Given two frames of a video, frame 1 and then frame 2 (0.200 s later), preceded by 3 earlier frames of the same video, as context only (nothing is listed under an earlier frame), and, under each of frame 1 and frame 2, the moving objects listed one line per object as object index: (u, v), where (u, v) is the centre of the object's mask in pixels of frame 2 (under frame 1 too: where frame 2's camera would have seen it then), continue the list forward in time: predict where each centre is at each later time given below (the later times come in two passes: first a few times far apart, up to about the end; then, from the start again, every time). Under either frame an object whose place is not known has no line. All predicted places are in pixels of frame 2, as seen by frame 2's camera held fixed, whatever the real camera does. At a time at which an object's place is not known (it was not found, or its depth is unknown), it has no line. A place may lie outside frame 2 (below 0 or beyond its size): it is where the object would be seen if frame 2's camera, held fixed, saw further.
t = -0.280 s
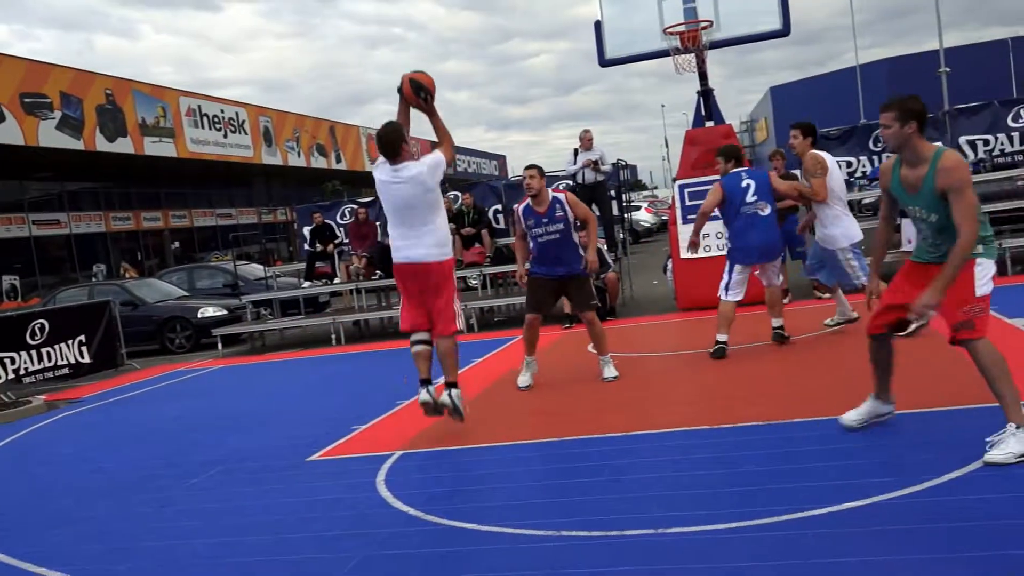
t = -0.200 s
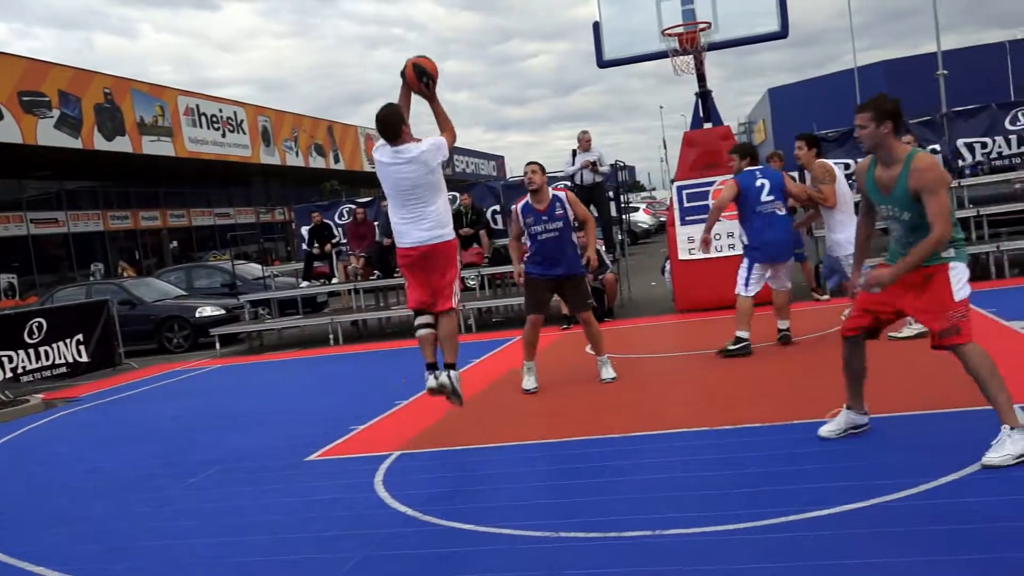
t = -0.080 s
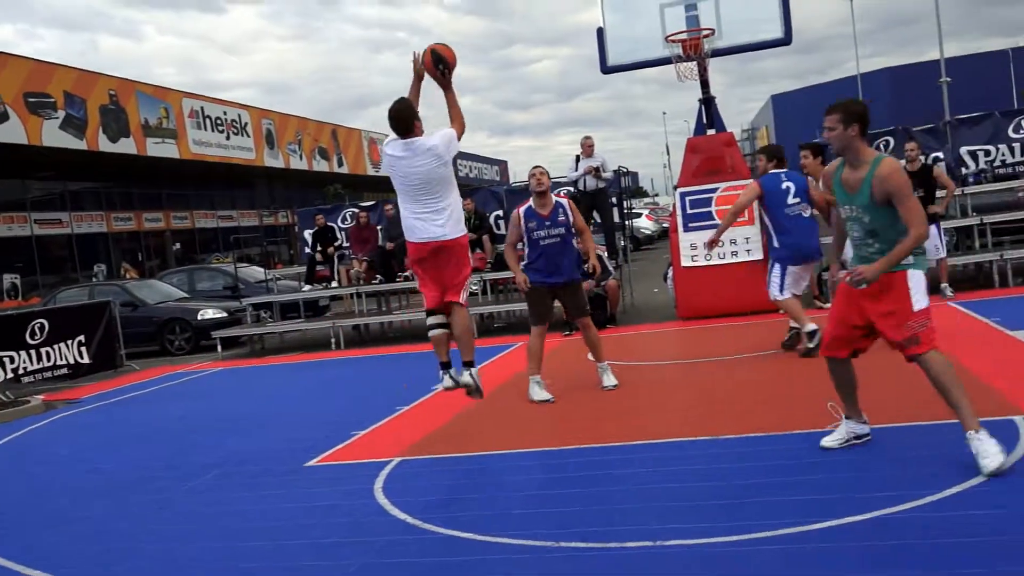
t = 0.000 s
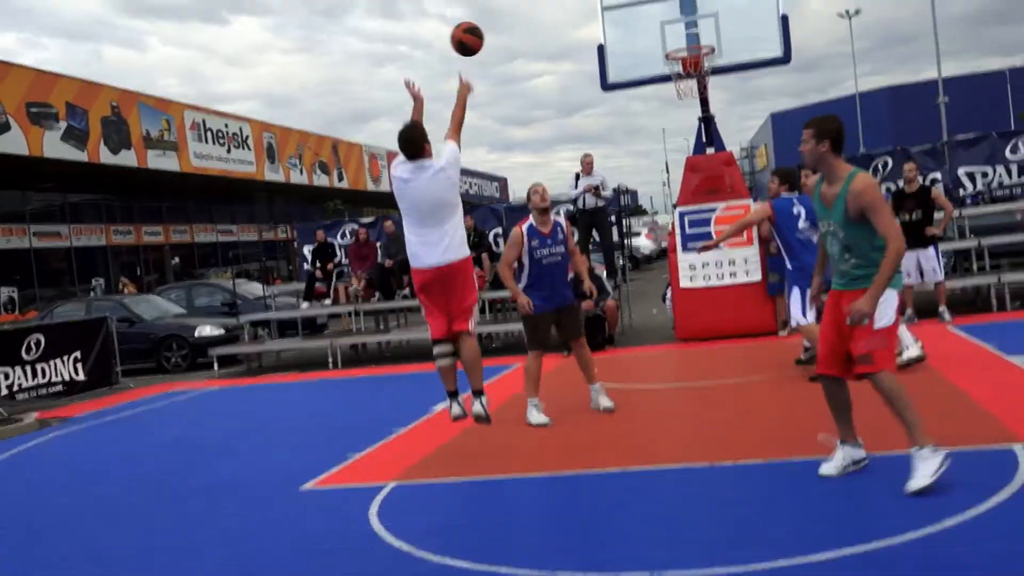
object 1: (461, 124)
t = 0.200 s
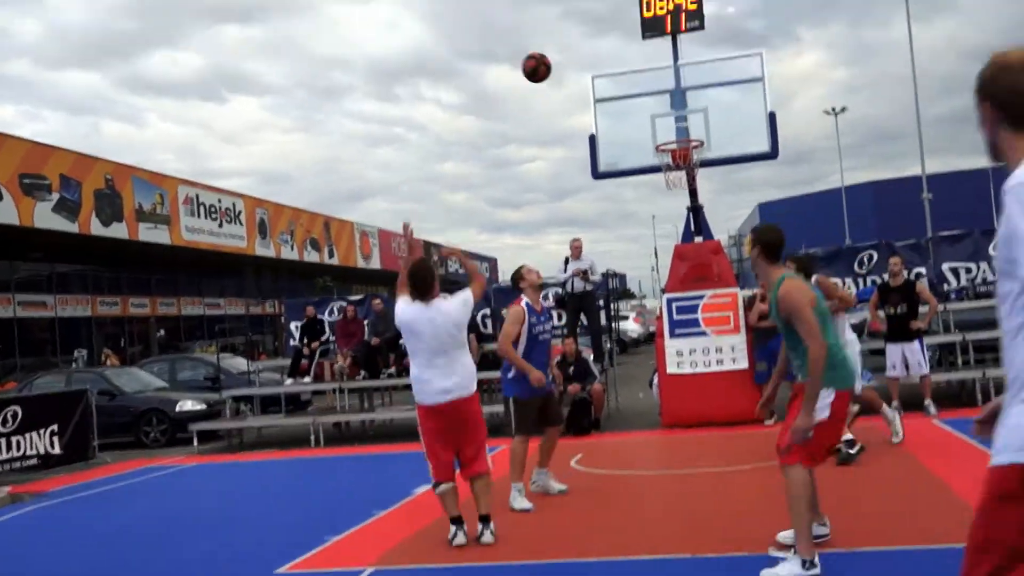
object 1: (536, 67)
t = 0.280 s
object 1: (565, 65)
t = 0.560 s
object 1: (649, 99)
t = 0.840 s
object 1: (662, 113)
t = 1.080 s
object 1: (610, 94)
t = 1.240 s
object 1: (573, 119)
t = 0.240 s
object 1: (551, 66)
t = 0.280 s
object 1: (565, 65)
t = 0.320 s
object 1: (578, 65)
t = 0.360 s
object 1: (591, 67)
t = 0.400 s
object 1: (603, 70)
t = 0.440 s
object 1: (615, 75)
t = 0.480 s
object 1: (627, 82)
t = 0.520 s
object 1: (638, 90)
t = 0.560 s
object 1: (649, 99)
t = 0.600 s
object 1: (660, 110)
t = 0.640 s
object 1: (670, 122)
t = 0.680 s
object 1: (681, 134)
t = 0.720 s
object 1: (685, 138)
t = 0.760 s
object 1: (679, 132)
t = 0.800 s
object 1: (670, 121)
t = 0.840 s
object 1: (662, 113)
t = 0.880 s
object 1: (654, 106)
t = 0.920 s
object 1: (645, 100)
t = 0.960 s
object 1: (637, 96)
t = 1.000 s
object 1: (628, 94)
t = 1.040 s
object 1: (619, 93)
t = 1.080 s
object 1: (610, 94)
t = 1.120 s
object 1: (601, 97)
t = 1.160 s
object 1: (592, 102)
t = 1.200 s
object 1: (582, 110)
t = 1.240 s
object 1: (573, 119)
